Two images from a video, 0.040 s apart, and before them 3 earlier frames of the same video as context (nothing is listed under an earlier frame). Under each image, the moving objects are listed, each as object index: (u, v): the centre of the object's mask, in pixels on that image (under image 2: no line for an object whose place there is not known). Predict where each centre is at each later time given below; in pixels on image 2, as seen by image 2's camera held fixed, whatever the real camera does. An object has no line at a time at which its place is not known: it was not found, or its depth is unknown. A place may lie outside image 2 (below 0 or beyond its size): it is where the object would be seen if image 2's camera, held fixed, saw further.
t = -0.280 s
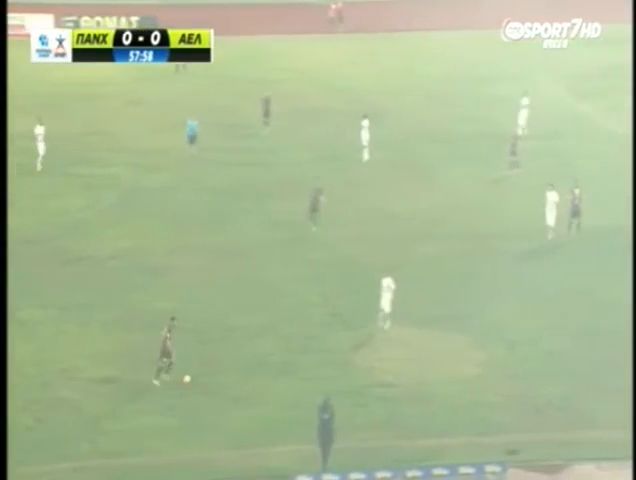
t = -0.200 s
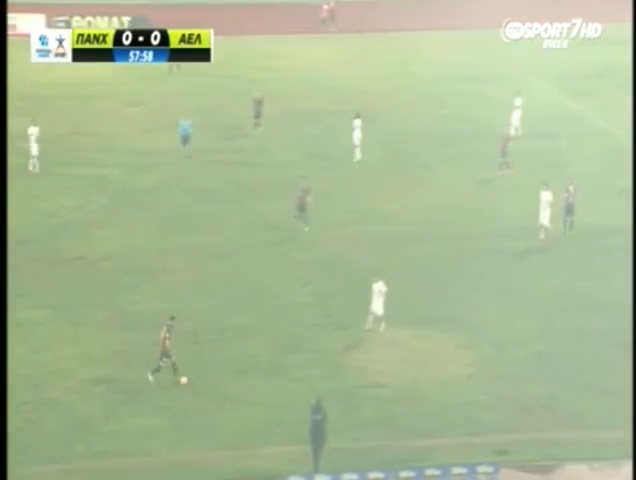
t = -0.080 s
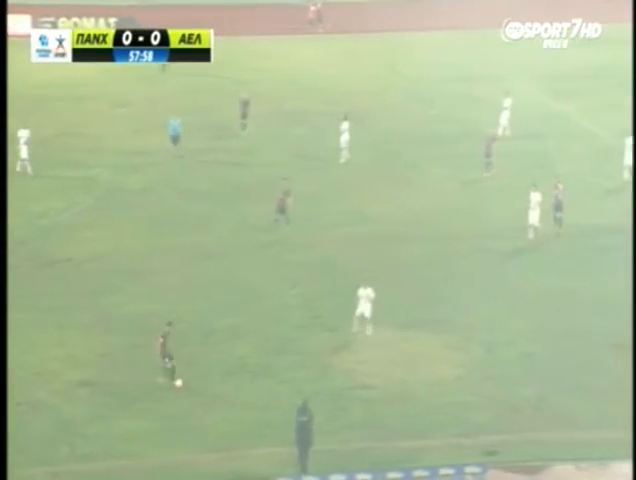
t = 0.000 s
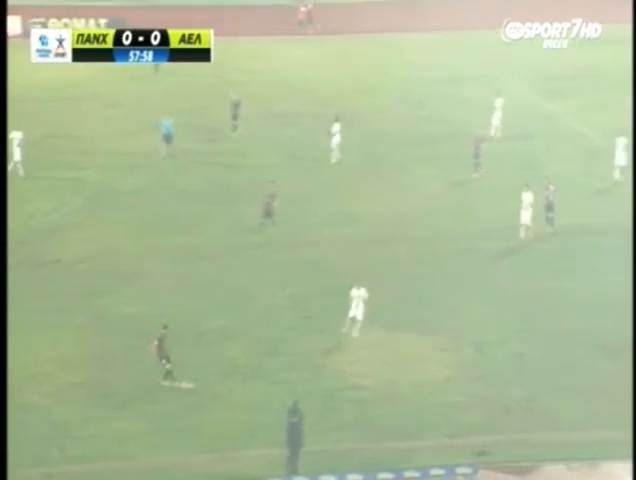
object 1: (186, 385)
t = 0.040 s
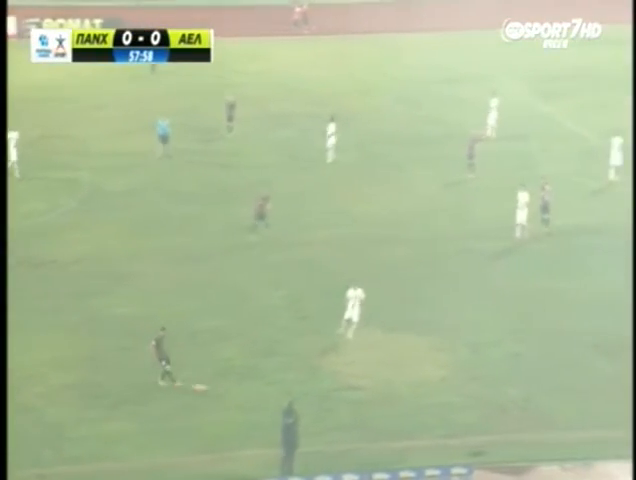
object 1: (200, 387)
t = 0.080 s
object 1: (215, 387)
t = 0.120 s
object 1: (232, 388)
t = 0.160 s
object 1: (248, 389)
